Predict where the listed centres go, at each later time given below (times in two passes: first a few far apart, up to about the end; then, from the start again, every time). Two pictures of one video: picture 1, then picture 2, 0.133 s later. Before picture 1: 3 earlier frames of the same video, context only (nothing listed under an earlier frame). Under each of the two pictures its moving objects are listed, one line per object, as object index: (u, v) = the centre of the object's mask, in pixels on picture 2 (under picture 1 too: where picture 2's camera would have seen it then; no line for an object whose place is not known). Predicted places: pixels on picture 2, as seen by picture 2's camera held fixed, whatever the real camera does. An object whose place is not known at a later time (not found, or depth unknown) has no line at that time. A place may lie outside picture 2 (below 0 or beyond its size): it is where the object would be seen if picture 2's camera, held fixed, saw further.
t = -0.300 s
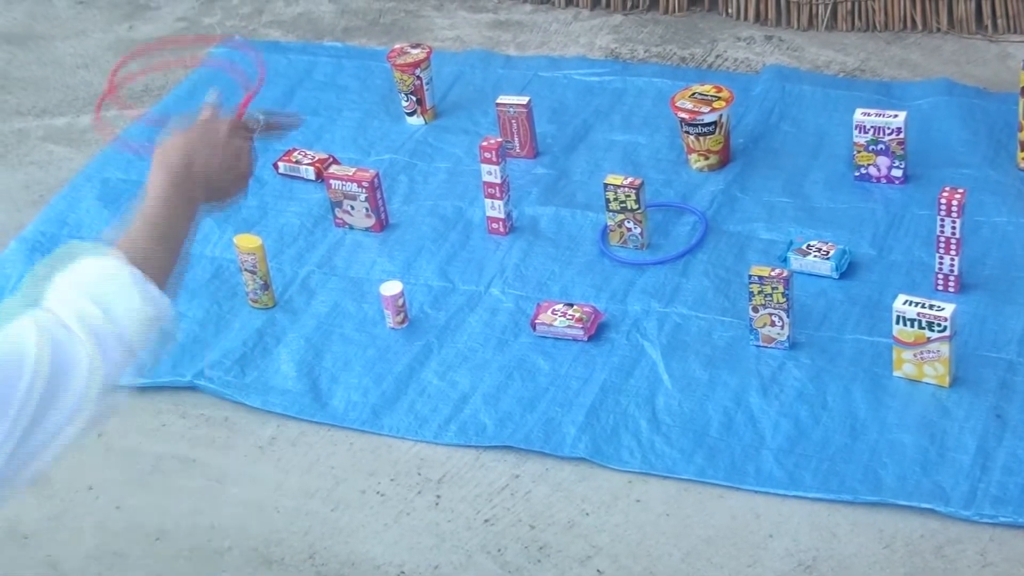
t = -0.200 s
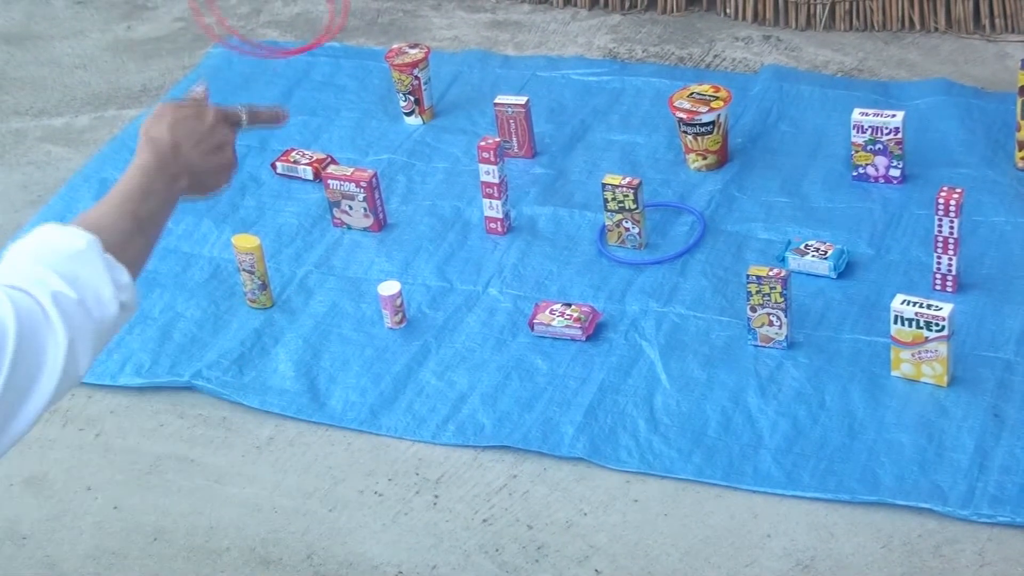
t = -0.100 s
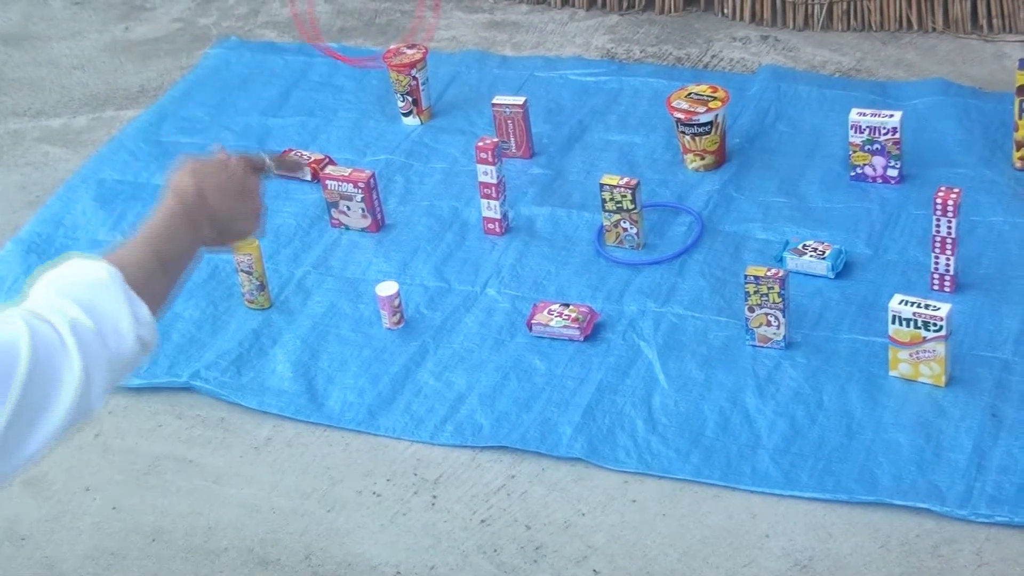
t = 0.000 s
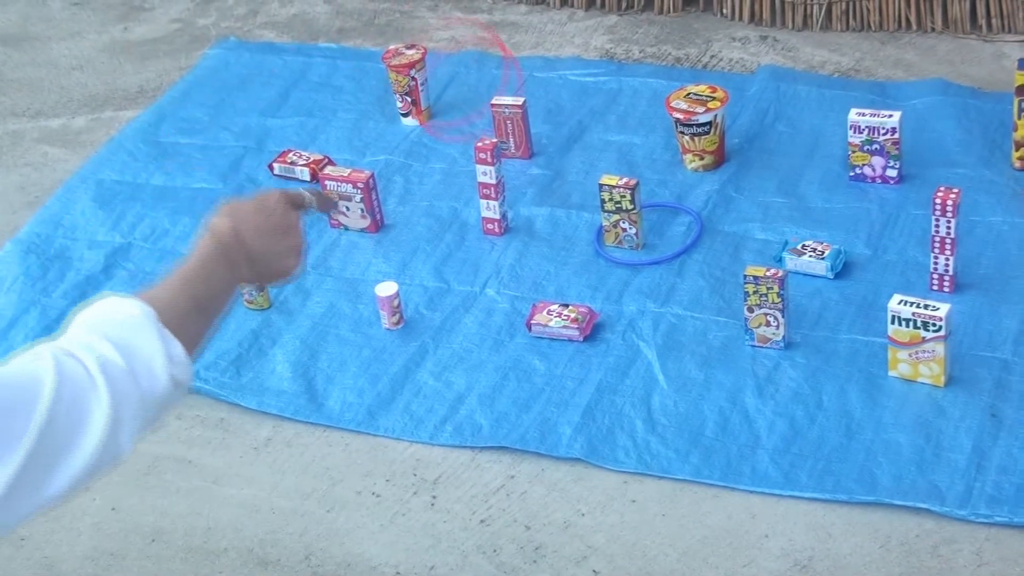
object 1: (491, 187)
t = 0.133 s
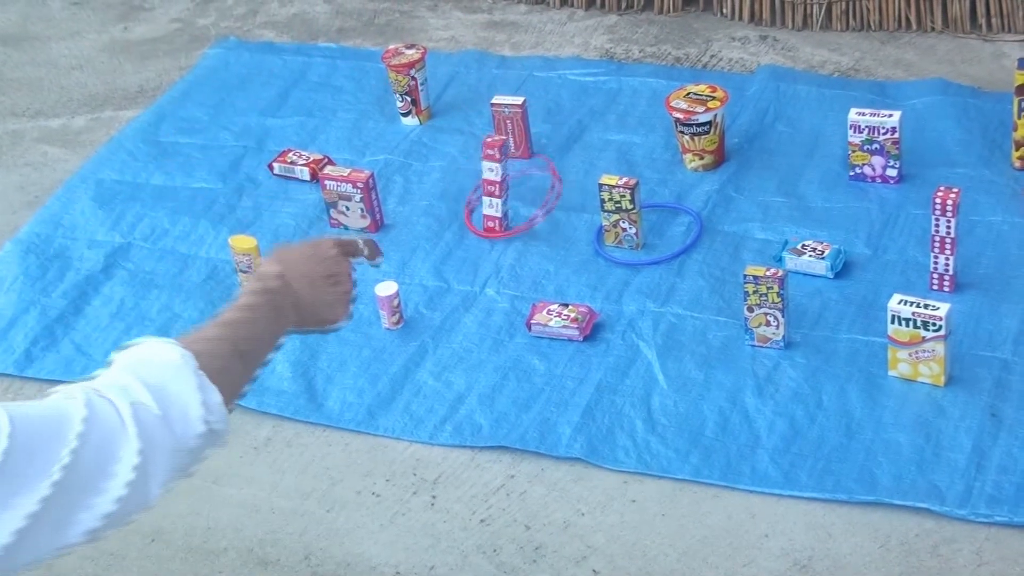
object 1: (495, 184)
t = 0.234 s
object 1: (499, 181)
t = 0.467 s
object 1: (507, 175)
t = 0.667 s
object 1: (540, 187)
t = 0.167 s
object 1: (497, 182)
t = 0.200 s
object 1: (499, 181)
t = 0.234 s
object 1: (499, 181)
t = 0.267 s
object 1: (500, 182)
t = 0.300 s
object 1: (500, 181)
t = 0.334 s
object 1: (500, 181)
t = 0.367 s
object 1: (501, 179)
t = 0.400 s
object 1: (502, 177)
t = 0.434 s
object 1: (503, 177)
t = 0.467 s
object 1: (507, 175)
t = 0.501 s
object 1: (512, 174)
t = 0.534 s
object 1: (519, 174)
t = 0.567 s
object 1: (529, 177)
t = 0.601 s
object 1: (537, 186)
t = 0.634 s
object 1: (538, 187)
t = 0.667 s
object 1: (540, 187)
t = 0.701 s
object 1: (540, 188)
